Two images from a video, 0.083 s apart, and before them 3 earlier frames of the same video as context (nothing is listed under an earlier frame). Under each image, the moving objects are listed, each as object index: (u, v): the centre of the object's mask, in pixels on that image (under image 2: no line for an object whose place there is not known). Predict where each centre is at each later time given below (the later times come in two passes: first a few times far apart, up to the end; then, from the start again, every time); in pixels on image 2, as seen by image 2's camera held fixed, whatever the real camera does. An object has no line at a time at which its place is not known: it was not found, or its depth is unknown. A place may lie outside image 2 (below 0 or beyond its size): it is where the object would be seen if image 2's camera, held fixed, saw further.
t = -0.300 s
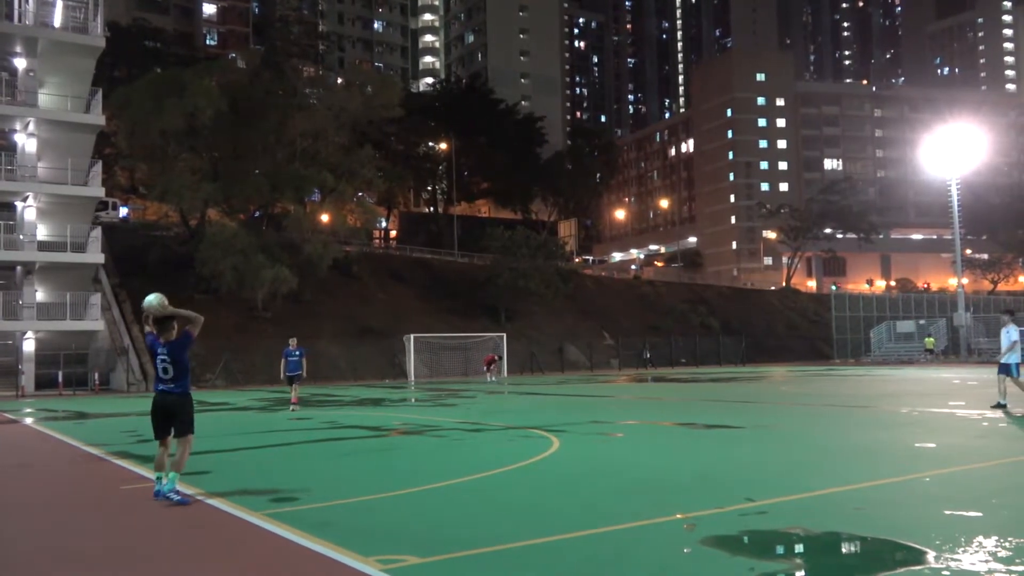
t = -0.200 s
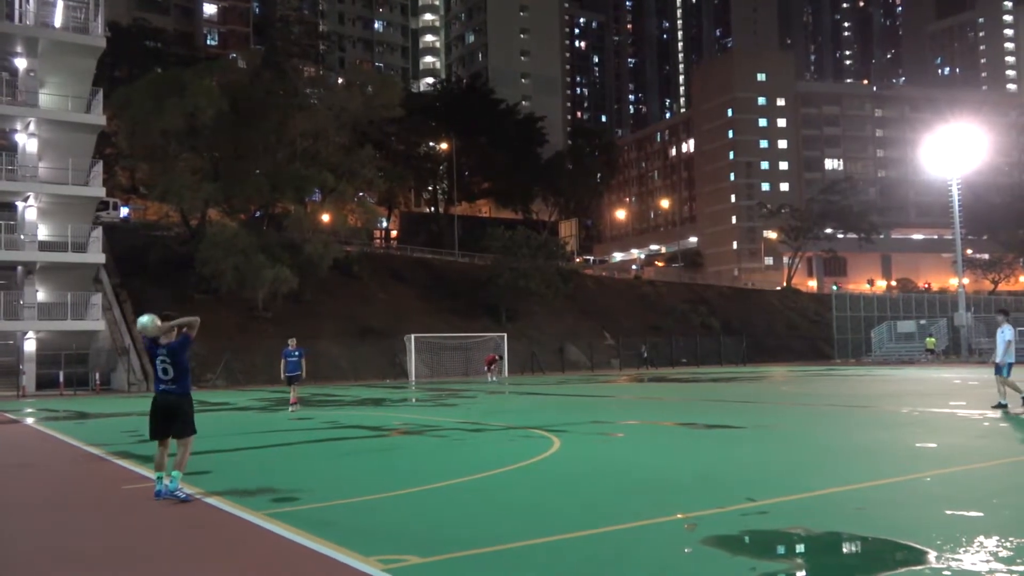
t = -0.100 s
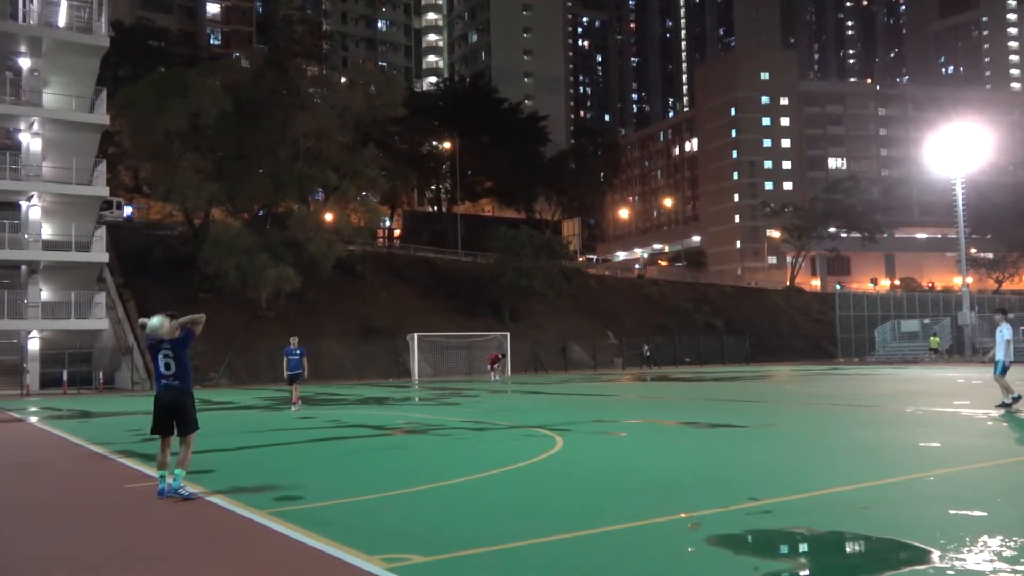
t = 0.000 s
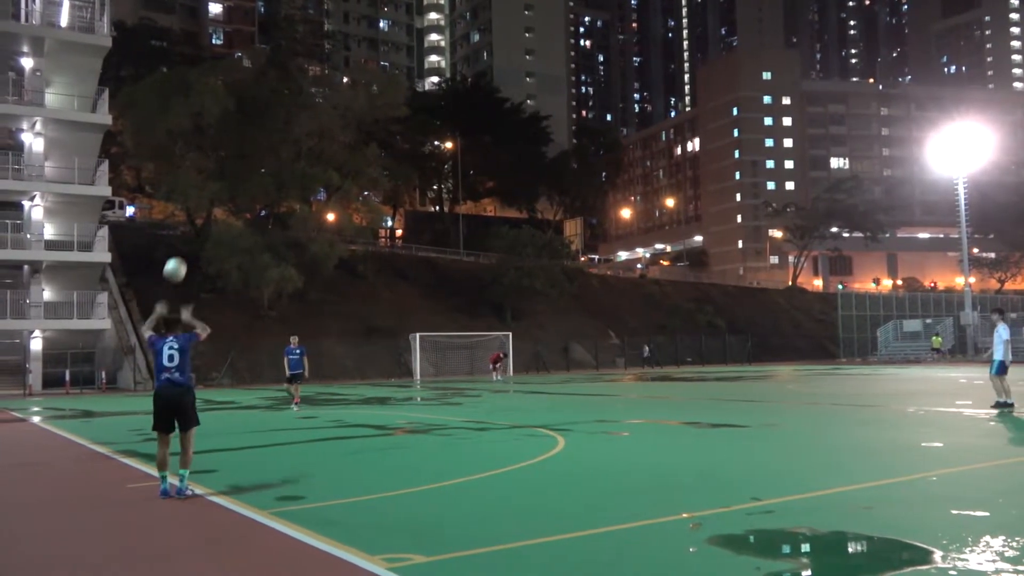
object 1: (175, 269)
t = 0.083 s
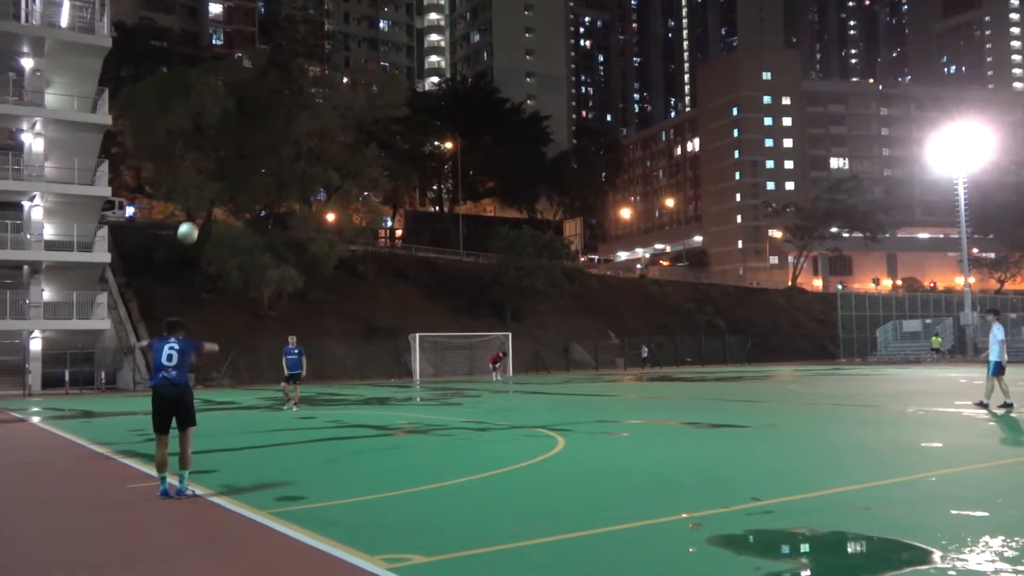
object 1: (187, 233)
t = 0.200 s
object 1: (202, 199)
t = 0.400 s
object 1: (220, 176)
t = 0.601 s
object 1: (232, 182)
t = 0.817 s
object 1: (241, 209)
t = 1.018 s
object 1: (250, 248)
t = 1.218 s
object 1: (257, 296)
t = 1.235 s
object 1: (258, 300)
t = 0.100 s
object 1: (190, 227)
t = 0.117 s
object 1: (192, 221)
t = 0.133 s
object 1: (194, 216)
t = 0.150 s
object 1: (197, 211)
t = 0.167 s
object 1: (199, 207)
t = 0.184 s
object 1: (200, 202)
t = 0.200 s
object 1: (202, 199)
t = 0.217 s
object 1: (204, 195)
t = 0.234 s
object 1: (206, 192)
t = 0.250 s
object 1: (208, 189)
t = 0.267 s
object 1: (209, 187)
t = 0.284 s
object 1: (210, 185)
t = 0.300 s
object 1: (212, 183)
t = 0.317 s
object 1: (213, 181)
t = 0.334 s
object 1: (215, 180)
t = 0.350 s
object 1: (216, 179)
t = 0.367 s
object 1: (217, 178)
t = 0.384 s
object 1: (218, 177)
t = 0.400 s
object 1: (220, 176)
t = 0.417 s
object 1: (221, 176)
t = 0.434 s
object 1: (222, 175)
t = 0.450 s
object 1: (223, 176)
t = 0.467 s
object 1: (224, 175)
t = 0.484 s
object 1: (225, 176)
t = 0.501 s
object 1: (226, 176)
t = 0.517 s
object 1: (227, 177)
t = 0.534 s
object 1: (228, 178)
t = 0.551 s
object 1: (229, 178)
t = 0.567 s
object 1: (230, 180)
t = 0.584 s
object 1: (231, 181)
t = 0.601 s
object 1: (232, 182)
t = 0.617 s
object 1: (232, 183)
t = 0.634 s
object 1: (233, 185)
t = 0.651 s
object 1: (234, 186)
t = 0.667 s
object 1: (235, 188)
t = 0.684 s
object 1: (235, 190)
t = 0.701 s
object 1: (236, 192)
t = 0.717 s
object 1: (237, 194)
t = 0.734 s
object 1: (238, 196)
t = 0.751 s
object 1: (238, 199)
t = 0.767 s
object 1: (239, 201)
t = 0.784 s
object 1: (240, 203)
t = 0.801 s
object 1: (241, 206)
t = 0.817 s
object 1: (241, 209)
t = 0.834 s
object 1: (242, 212)
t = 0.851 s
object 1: (243, 214)
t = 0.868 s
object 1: (244, 217)
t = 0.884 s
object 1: (244, 220)
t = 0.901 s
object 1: (245, 223)
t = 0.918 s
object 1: (246, 227)
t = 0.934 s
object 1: (247, 230)
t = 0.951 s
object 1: (247, 233)
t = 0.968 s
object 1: (248, 237)
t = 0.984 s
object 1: (248, 240)
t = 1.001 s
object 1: (249, 244)
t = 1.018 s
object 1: (250, 248)
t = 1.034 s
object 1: (251, 251)
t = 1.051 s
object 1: (251, 255)
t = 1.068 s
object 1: (252, 259)
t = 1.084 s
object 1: (252, 263)
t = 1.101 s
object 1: (253, 267)
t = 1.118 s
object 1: (254, 271)
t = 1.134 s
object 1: (254, 275)
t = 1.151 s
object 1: (255, 279)
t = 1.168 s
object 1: (256, 283)
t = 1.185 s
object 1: (256, 287)
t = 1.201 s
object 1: (257, 291)
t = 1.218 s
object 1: (257, 296)
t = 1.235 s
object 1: (258, 300)
